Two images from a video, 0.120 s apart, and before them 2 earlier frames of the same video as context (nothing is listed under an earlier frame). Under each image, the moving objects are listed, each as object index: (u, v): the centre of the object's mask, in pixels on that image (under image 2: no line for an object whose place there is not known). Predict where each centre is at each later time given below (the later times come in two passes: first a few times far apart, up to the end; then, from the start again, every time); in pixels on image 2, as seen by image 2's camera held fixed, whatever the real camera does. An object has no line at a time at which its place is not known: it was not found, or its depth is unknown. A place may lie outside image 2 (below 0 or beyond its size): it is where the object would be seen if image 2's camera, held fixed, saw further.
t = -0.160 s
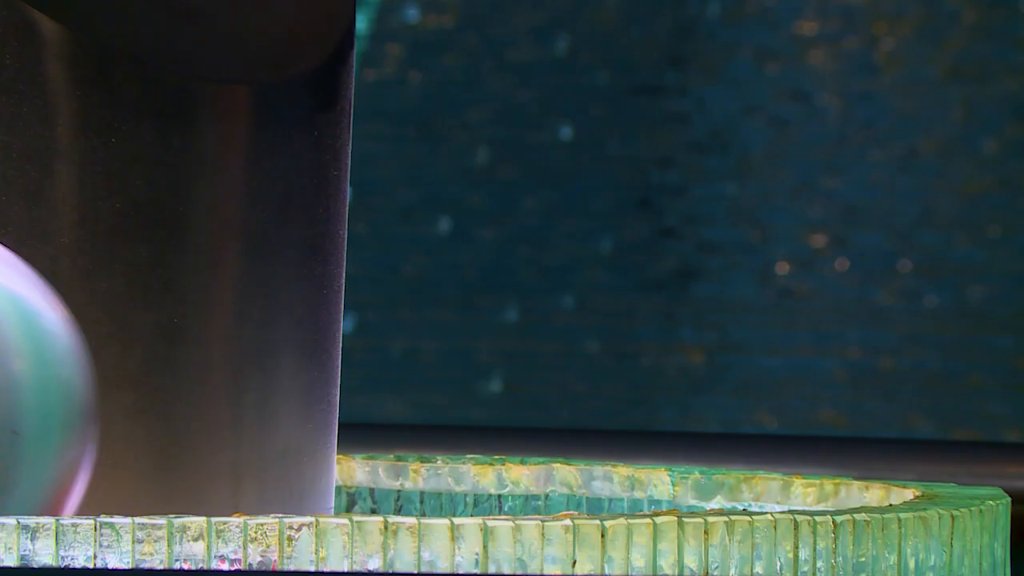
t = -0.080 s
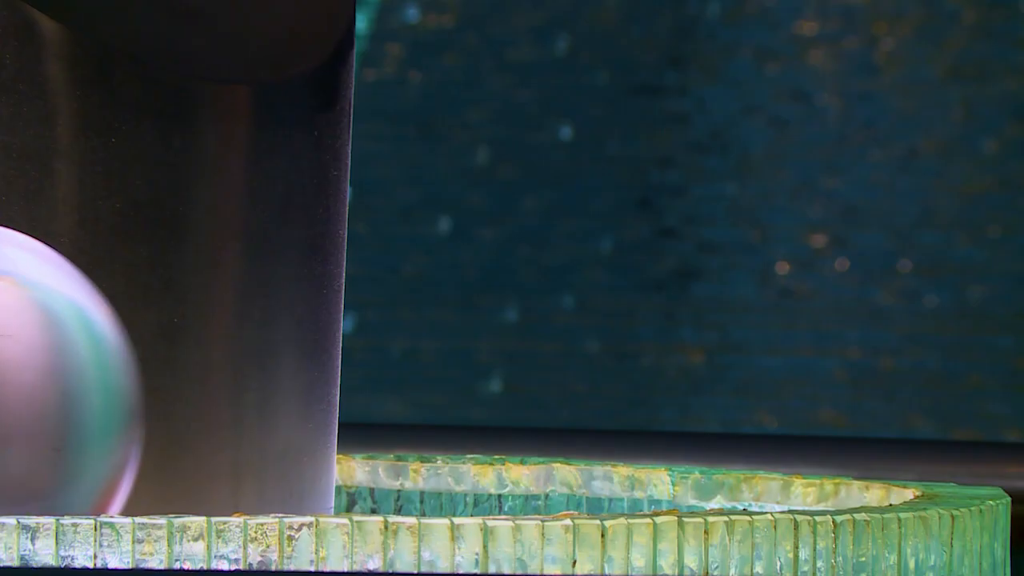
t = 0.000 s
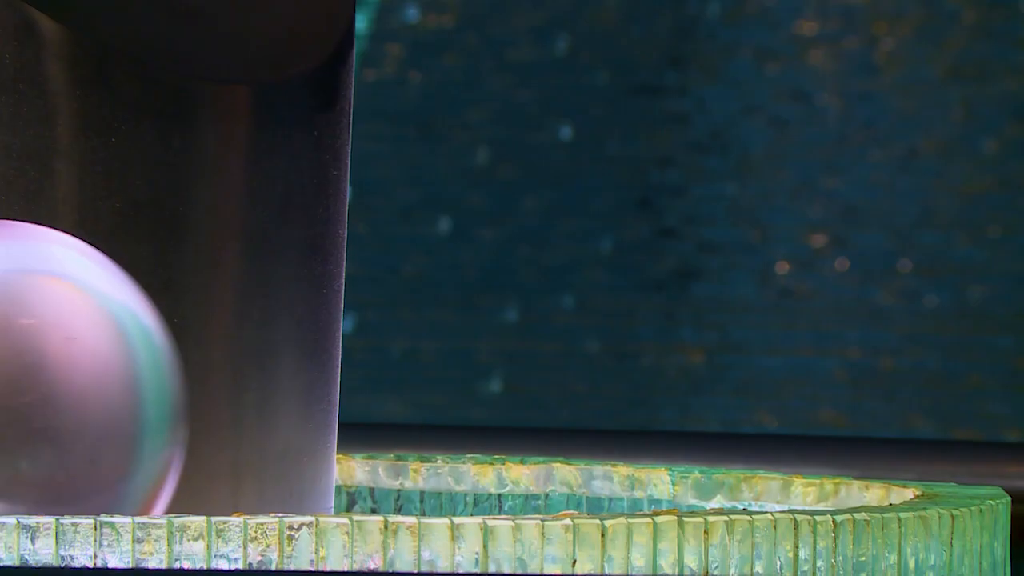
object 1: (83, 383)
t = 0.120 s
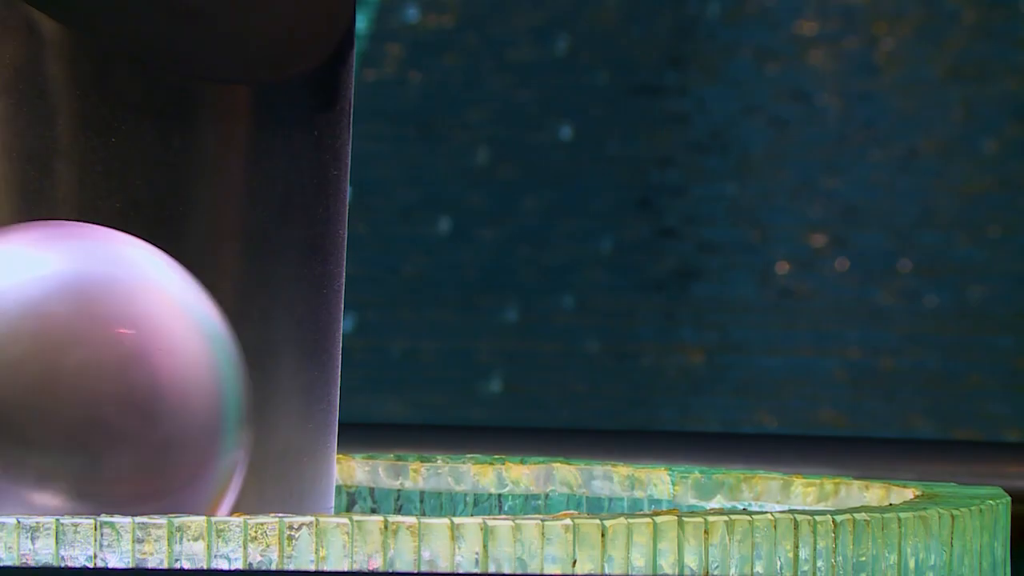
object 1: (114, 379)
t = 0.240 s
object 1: (146, 379)
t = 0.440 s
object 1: (218, 383)
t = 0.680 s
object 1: (327, 385)
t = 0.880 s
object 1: (409, 385)
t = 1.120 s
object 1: (496, 385)
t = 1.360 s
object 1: (566, 385)
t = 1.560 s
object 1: (613, 384)
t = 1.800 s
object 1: (656, 384)
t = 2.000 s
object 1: (681, 382)
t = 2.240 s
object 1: (698, 382)
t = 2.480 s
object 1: (702, 381)
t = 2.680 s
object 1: (696, 380)
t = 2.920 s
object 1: (676, 379)
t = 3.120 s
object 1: (649, 379)
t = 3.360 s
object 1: (606, 378)
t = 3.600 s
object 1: (552, 377)
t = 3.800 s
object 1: (499, 376)
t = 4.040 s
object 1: (453, 372)
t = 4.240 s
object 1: (419, 371)
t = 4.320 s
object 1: (405, 373)
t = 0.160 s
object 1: (124, 379)
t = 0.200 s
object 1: (135, 378)
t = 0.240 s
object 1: (146, 379)
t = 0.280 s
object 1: (159, 381)
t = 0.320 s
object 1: (168, 381)
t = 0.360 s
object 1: (181, 382)
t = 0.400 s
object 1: (199, 383)
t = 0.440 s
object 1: (218, 383)
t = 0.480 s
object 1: (237, 383)
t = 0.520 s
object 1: (256, 383)
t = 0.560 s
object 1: (274, 383)
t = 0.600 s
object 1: (292, 384)
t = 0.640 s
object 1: (310, 384)
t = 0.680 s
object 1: (327, 385)
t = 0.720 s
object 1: (344, 385)
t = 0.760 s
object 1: (361, 384)
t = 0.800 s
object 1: (377, 385)
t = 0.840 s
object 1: (393, 385)
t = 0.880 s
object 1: (409, 385)
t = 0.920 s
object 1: (424, 385)
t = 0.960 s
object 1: (440, 385)
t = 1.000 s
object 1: (454, 385)
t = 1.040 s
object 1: (469, 385)
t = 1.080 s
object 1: (483, 385)
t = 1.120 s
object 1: (496, 385)
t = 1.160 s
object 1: (508, 386)
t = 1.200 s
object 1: (521, 386)
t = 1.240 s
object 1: (533, 386)
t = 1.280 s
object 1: (544, 386)
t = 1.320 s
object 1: (555, 386)
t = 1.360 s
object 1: (566, 385)
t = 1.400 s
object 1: (576, 384)
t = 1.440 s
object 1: (585, 384)
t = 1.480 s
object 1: (595, 384)
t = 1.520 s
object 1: (604, 384)
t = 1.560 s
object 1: (613, 384)
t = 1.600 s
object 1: (621, 384)
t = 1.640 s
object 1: (629, 384)
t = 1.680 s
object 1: (637, 384)
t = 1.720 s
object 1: (643, 384)
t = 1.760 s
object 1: (650, 384)
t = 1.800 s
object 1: (656, 384)
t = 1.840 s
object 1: (662, 383)
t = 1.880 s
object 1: (667, 383)
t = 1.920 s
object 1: (672, 383)
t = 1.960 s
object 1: (677, 382)
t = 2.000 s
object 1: (681, 382)
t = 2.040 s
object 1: (685, 382)
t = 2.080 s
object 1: (688, 382)
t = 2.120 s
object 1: (691, 382)
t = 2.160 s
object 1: (694, 383)
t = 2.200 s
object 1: (697, 382)
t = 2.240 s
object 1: (698, 382)
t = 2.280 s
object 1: (700, 382)
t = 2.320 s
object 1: (701, 382)
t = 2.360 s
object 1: (702, 382)
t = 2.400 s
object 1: (703, 381)
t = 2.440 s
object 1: (703, 381)
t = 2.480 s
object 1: (702, 381)
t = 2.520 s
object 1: (702, 381)
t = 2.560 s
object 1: (701, 380)
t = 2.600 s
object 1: (699, 380)
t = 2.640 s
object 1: (697, 380)
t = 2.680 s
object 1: (696, 380)
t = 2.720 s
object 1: (693, 381)
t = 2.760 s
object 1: (690, 381)
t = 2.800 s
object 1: (687, 380)
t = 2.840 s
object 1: (683, 380)
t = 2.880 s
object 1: (680, 380)
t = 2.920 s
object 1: (676, 379)
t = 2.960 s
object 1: (671, 379)
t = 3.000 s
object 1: (665, 379)
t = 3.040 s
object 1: (660, 378)
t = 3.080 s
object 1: (655, 379)
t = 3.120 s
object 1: (649, 379)
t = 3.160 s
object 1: (643, 379)
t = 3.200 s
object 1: (636, 379)
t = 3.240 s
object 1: (629, 378)
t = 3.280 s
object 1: (622, 378)
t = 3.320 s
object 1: (614, 378)
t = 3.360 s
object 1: (606, 378)
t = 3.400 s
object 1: (598, 378)
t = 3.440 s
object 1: (590, 378)
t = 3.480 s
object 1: (580, 377)
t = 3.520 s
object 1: (571, 377)
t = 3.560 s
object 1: (562, 377)
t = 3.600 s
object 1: (552, 377)
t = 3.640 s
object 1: (542, 377)
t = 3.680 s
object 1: (531, 376)
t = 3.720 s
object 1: (521, 376)
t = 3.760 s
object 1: (509, 376)
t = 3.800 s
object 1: (499, 376)
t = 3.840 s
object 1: (490, 375)
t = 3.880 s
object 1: (482, 375)
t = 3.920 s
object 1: (474, 374)
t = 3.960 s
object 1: (467, 374)
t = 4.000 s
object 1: (460, 373)
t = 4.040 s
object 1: (453, 372)
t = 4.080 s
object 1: (446, 372)
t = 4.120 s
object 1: (439, 372)
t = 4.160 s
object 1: (433, 372)
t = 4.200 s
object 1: (426, 371)
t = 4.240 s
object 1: (419, 371)
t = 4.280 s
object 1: (412, 372)
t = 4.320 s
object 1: (405, 373)
